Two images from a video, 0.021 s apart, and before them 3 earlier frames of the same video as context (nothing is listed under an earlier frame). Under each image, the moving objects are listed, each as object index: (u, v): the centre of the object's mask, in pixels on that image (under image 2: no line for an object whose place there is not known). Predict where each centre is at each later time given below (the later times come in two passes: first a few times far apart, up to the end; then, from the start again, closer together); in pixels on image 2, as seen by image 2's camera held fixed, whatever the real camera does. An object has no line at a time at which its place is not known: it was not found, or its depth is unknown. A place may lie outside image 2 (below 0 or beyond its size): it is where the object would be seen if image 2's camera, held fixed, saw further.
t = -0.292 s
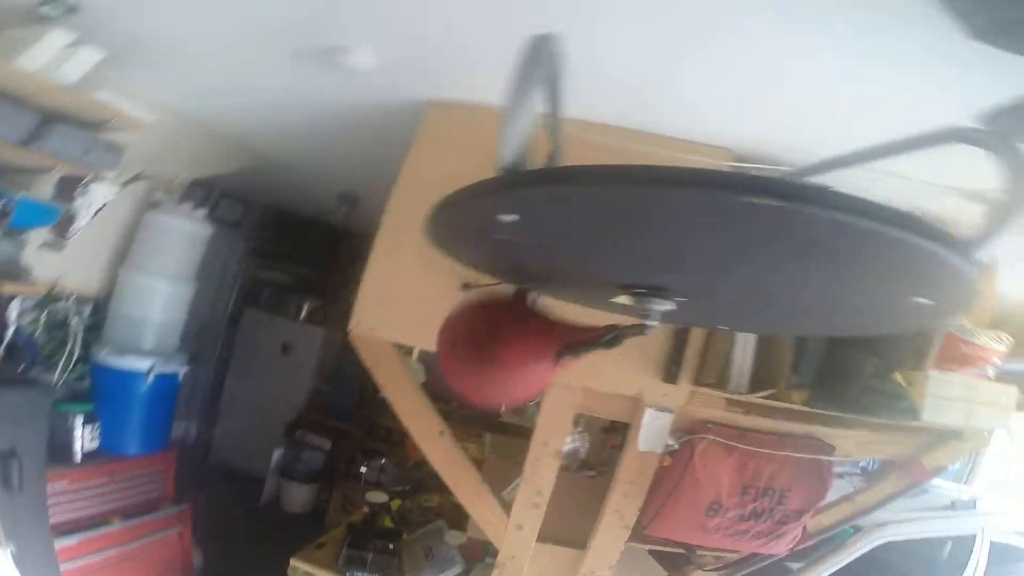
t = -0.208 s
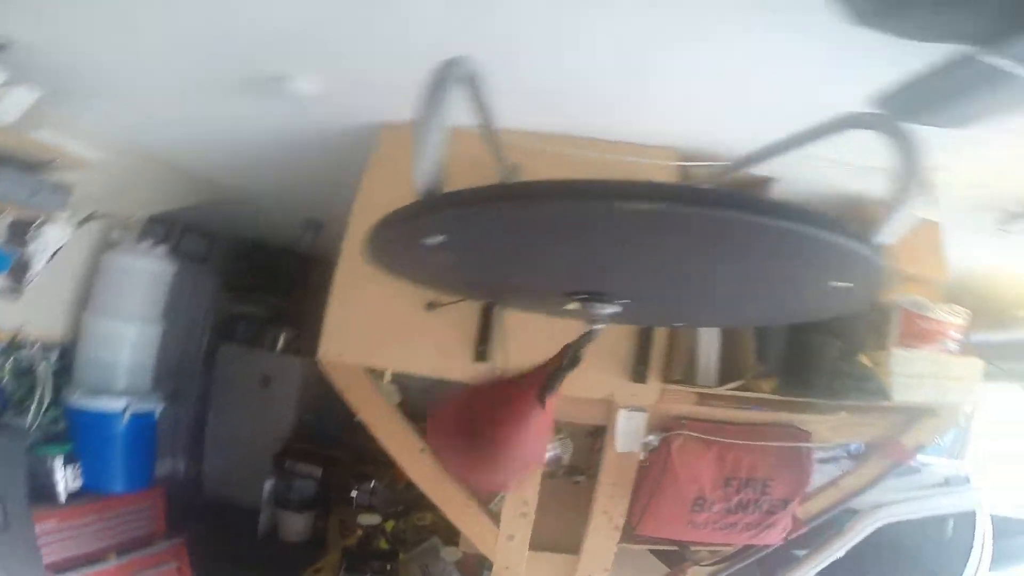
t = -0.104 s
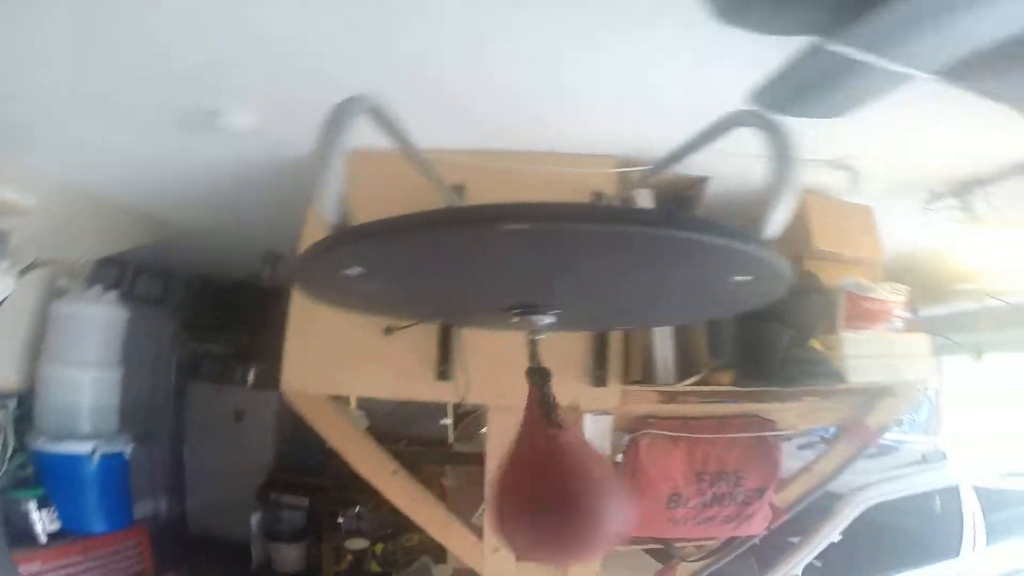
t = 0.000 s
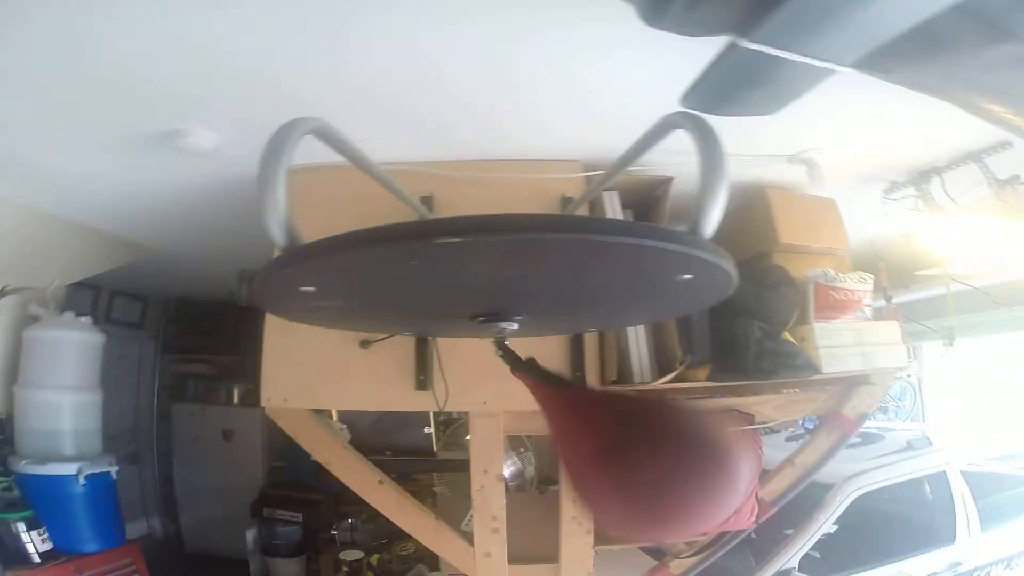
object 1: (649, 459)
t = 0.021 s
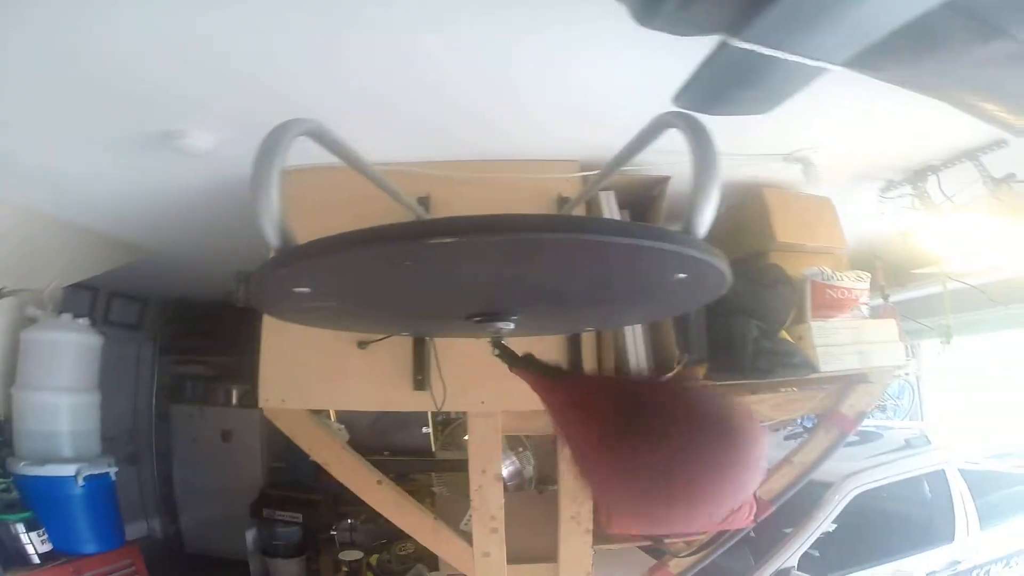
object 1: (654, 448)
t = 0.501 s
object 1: (421, 452)
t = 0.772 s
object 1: (431, 426)
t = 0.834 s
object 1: (454, 459)
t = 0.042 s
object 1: (668, 426)
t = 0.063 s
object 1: (675, 410)
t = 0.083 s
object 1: (680, 395)
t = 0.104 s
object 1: (682, 380)
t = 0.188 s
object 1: (673, 401)
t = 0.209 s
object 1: (664, 419)
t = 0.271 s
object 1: (621, 478)
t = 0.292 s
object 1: (588, 498)
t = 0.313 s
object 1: (563, 509)
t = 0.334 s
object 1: (533, 513)
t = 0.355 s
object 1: (509, 515)
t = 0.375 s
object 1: (489, 508)
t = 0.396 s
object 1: (473, 505)
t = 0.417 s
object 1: (458, 499)
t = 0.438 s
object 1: (443, 492)
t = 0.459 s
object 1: (432, 471)
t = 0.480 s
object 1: (426, 463)
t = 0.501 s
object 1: (421, 452)
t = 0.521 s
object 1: (417, 440)
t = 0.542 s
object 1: (412, 432)
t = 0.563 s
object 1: (411, 423)
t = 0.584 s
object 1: (410, 413)
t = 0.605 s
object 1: (411, 404)
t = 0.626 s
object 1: (412, 396)
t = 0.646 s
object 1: (413, 390)
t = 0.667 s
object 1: (414, 389)
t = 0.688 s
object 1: (416, 392)
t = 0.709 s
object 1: (419, 399)
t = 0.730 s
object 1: (423, 406)
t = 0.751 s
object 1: (427, 415)
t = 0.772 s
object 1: (431, 426)
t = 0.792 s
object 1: (437, 438)
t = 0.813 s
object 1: (445, 449)
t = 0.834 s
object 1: (454, 459)
